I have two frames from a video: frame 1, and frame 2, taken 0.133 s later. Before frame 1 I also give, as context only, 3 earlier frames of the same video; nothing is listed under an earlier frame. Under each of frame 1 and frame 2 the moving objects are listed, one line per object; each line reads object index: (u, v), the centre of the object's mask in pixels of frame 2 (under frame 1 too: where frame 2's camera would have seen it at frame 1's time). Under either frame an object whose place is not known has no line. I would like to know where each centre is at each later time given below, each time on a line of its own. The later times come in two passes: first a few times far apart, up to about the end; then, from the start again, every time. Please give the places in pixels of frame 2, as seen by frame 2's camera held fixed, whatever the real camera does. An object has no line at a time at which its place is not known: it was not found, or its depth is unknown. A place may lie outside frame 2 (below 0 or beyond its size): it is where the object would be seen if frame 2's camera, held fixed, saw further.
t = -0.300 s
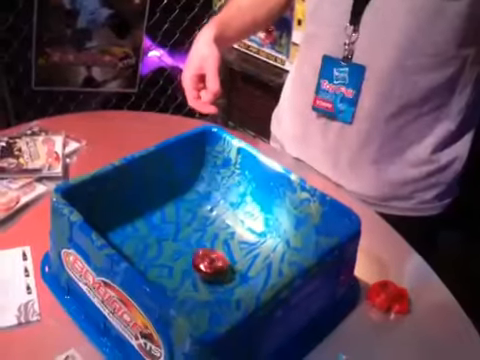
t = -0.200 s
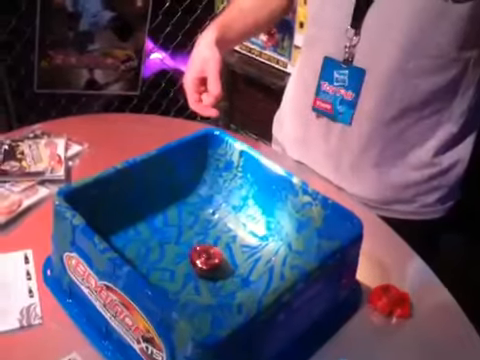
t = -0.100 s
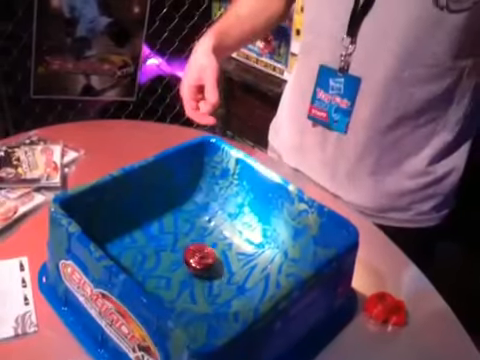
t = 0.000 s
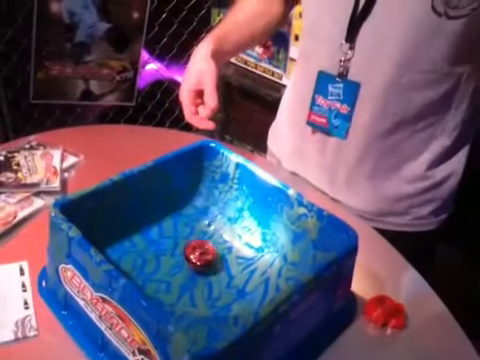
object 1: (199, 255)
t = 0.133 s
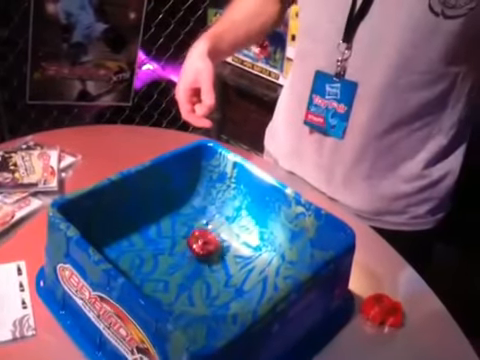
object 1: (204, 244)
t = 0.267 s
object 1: (210, 234)
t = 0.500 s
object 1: (205, 224)
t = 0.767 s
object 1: (203, 236)
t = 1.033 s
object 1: (210, 254)
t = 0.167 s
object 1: (205, 241)
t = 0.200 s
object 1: (207, 239)
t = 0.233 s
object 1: (209, 237)
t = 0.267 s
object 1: (210, 234)
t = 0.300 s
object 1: (211, 232)
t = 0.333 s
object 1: (212, 230)
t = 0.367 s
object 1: (211, 227)
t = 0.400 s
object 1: (210, 225)
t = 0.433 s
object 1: (209, 224)
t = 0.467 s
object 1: (206, 223)
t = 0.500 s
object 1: (205, 224)
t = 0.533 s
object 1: (202, 223)
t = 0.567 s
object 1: (200, 225)
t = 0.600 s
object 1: (199, 227)
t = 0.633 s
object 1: (199, 229)
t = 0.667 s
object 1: (199, 231)
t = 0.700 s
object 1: (201, 233)
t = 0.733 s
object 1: (202, 234)
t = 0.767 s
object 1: (203, 236)
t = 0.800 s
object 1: (204, 236)
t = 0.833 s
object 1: (205, 238)
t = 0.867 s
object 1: (207, 240)
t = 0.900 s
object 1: (208, 243)
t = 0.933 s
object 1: (209, 246)
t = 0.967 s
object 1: (210, 248)
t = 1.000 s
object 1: (210, 251)
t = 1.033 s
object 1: (210, 254)
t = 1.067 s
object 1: (210, 257)
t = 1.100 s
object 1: (210, 260)
